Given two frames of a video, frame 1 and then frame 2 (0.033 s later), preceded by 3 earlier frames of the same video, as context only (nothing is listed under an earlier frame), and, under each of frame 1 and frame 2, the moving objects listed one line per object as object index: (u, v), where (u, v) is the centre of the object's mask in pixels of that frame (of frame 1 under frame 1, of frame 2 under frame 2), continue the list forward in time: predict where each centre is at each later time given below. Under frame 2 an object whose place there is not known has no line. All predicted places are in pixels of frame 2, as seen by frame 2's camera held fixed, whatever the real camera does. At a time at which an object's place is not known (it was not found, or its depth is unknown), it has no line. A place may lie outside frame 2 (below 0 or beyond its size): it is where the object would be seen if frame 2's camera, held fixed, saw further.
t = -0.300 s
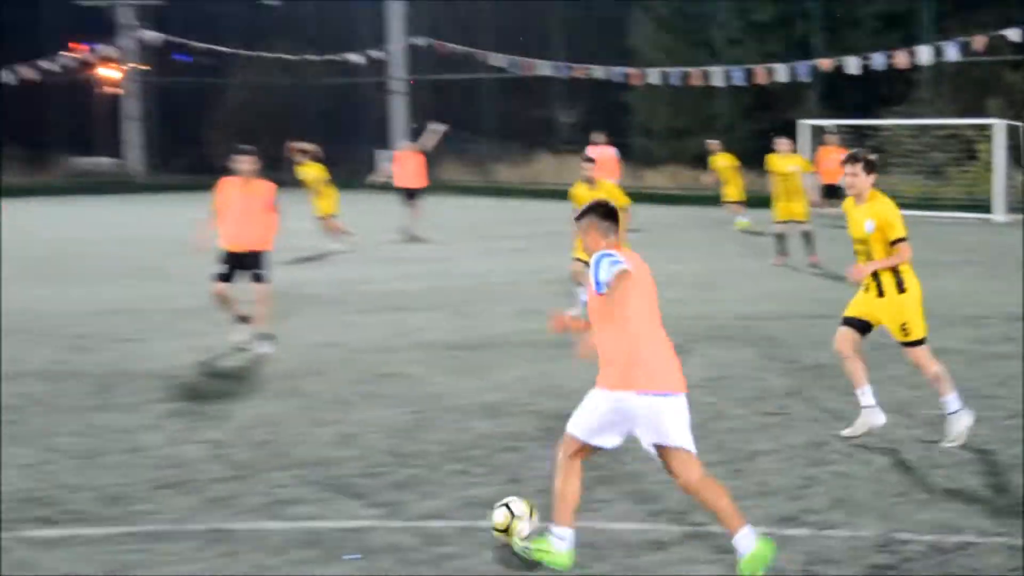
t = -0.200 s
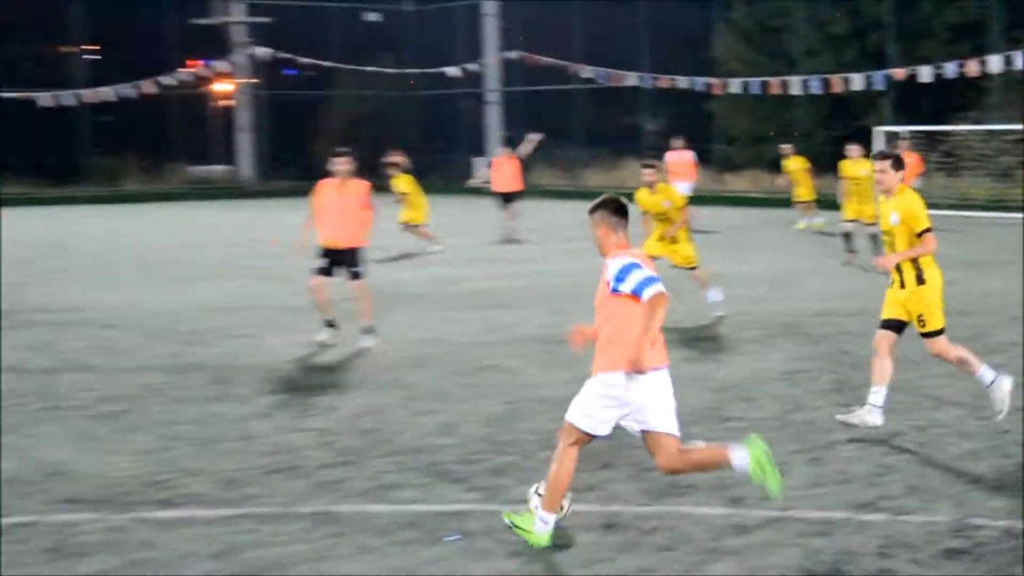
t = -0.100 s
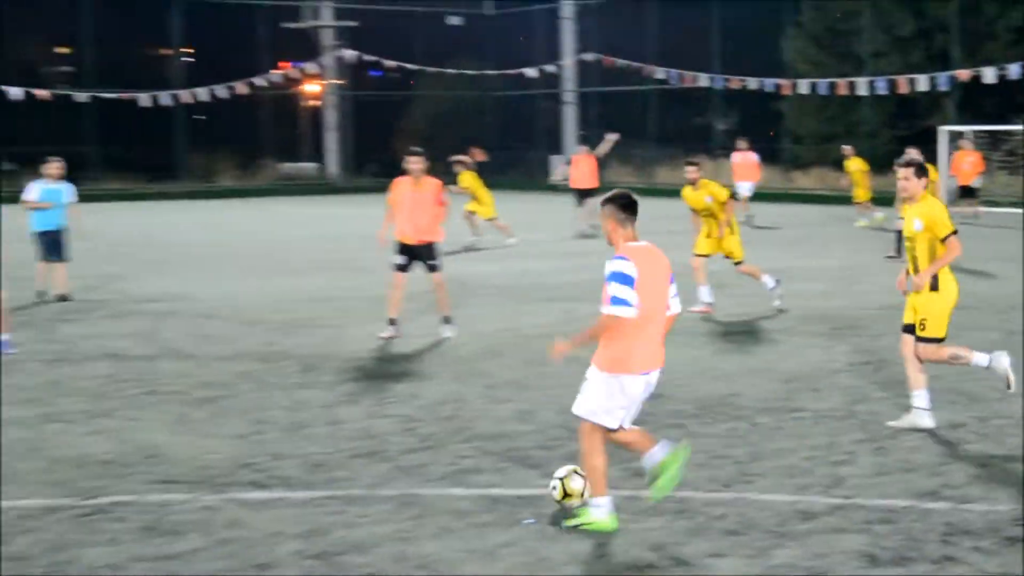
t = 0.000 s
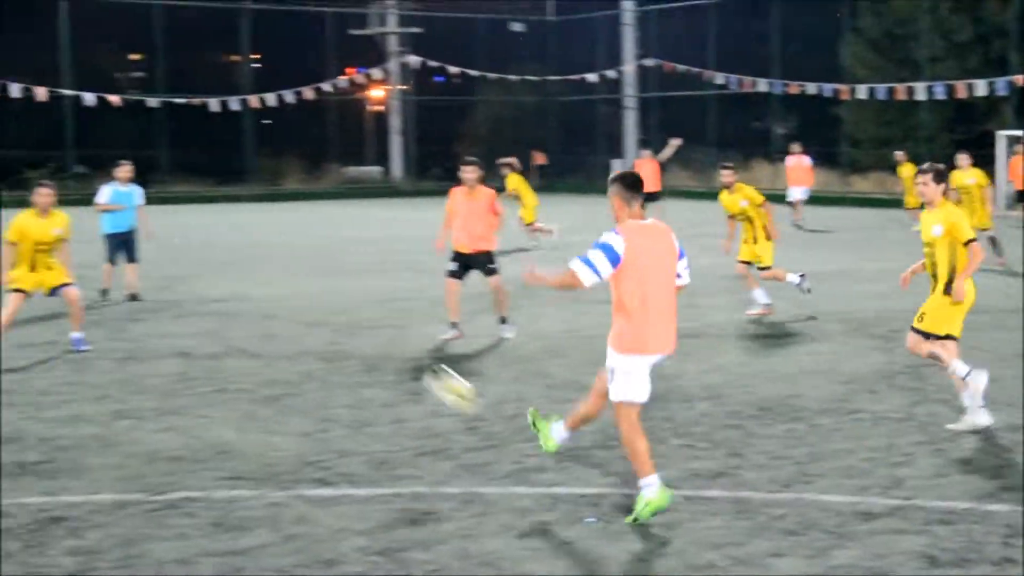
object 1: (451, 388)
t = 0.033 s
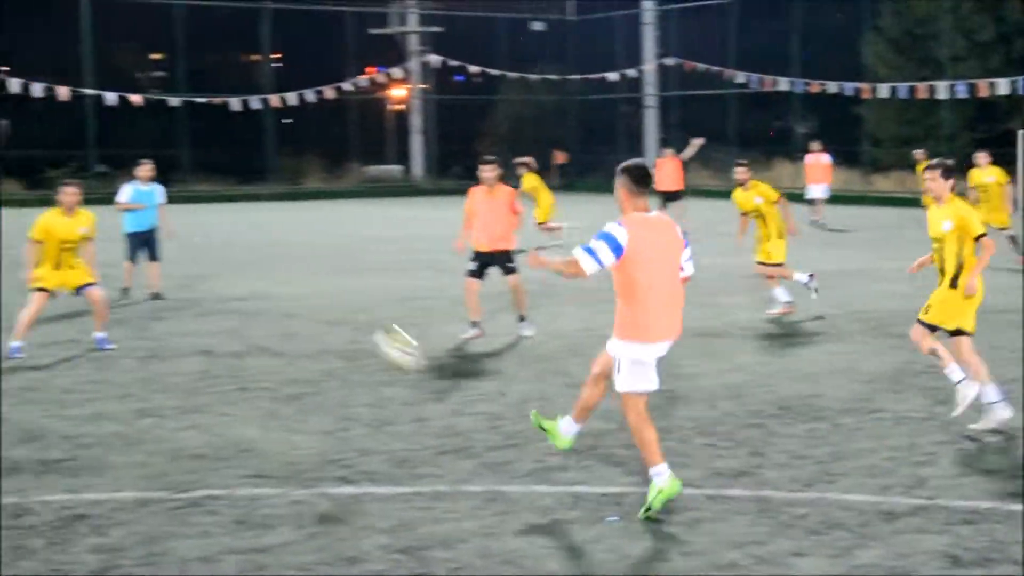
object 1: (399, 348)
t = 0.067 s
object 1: (332, 309)
